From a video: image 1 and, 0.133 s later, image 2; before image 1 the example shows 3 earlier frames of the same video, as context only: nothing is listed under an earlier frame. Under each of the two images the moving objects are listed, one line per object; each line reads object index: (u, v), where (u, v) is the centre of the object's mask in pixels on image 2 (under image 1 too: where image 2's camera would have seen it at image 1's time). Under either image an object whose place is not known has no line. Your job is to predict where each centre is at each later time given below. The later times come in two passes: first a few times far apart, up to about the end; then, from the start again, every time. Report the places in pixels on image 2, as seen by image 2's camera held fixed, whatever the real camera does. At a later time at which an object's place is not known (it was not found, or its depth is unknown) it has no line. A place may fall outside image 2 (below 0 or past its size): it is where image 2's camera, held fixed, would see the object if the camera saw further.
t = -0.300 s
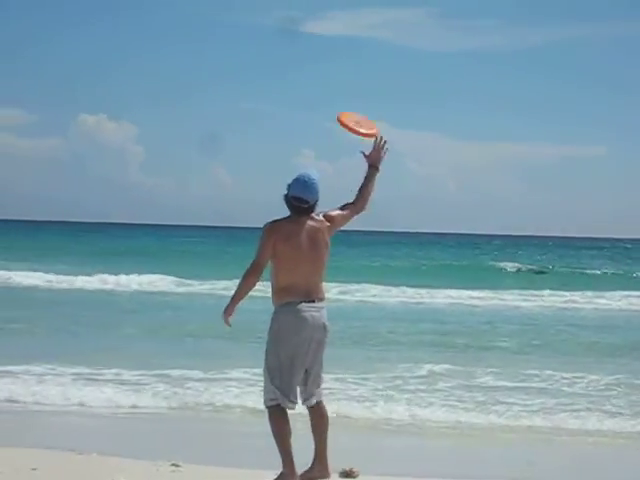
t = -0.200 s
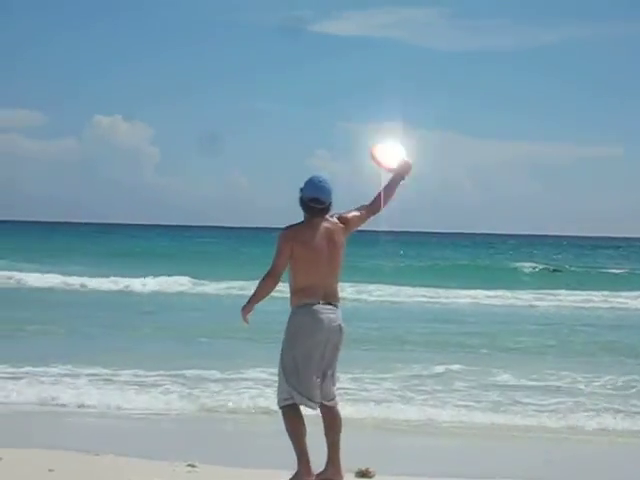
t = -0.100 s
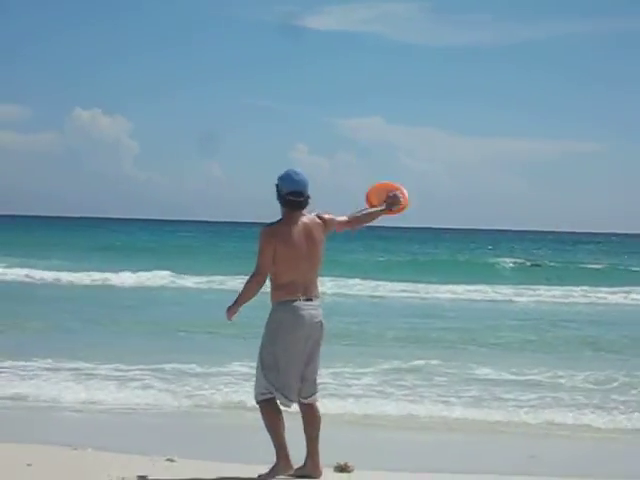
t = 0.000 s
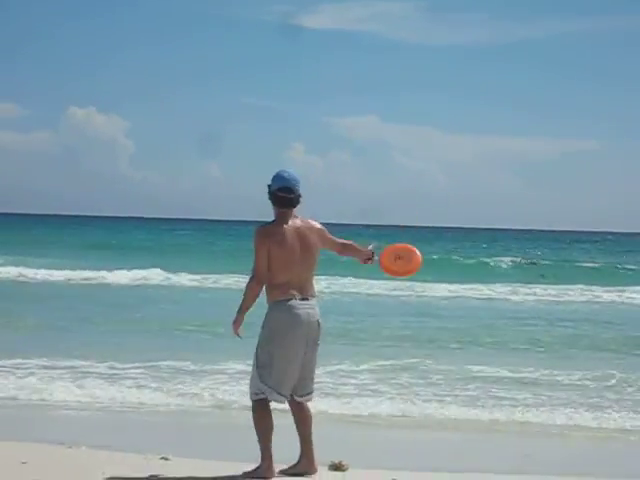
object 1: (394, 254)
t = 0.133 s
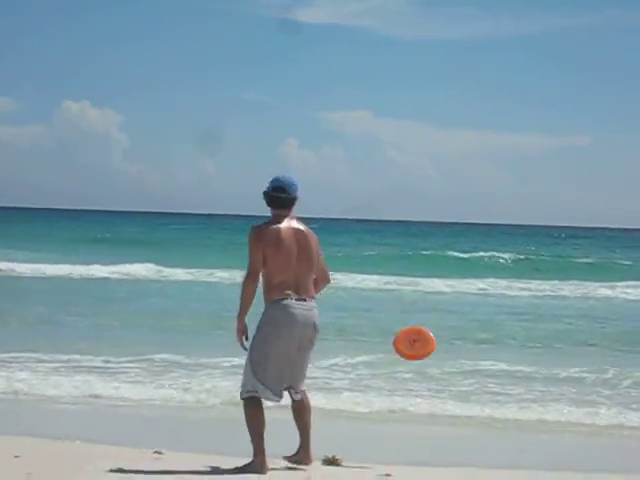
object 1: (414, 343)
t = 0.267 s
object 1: (434, 442)
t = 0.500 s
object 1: (492, 442)
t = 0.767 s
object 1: (548, 451)
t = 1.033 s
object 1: (565, 446)
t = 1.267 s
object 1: (556, 442)
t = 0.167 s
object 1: (419, 366)
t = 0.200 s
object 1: (425, 390)
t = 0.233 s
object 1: (429, 416)
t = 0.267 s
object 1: (434, 442)
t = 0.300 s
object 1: (440, 455)
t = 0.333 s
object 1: (450, 450)
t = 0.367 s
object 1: (457, 444)
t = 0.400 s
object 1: (467, 442)
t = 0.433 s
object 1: (476, 440)
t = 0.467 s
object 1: (483, 439)
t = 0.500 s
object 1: (492, 442)
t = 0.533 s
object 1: (501, 444)
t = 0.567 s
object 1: (510, 449)
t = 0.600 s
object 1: (519, 452)
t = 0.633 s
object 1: (526, 451)
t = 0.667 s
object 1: (532, 449)
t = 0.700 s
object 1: (537, 449)
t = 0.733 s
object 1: (541, 450)
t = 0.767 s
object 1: (548, 451)
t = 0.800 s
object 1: (552, 449)
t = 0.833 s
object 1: (555, 448)
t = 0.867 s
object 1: (557, 448)
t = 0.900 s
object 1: (560, 447)
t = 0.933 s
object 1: (561, 447)
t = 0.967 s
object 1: (562, 447)
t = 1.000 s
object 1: (564, 446)
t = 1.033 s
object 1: (565, 446)
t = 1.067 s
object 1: (564, 445)
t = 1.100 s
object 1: (564, 445)
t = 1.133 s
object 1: (563, 444)
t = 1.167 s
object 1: (562, 444)
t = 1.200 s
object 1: (560, 443)
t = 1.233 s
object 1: (558, 442)
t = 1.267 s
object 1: (556, 442)
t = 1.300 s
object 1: (552, 441)
